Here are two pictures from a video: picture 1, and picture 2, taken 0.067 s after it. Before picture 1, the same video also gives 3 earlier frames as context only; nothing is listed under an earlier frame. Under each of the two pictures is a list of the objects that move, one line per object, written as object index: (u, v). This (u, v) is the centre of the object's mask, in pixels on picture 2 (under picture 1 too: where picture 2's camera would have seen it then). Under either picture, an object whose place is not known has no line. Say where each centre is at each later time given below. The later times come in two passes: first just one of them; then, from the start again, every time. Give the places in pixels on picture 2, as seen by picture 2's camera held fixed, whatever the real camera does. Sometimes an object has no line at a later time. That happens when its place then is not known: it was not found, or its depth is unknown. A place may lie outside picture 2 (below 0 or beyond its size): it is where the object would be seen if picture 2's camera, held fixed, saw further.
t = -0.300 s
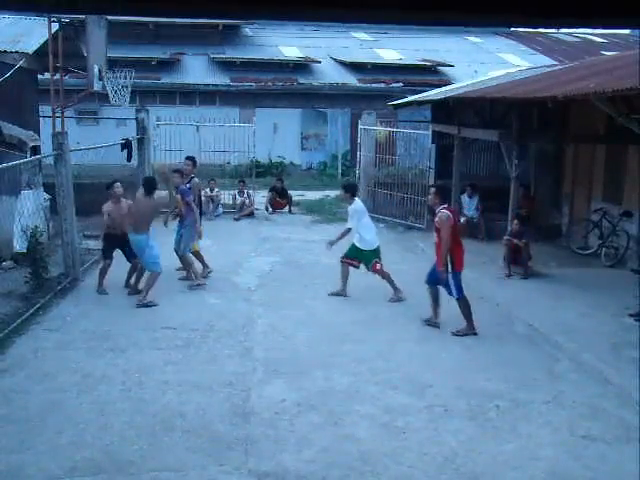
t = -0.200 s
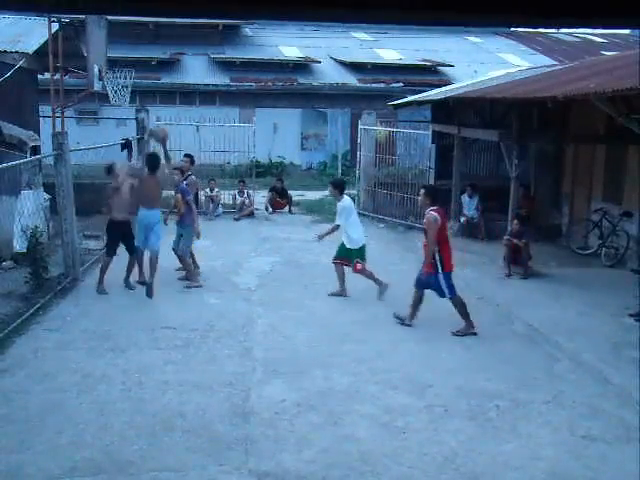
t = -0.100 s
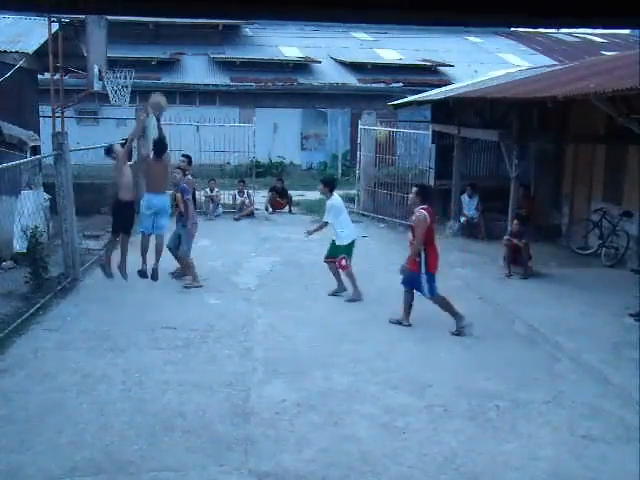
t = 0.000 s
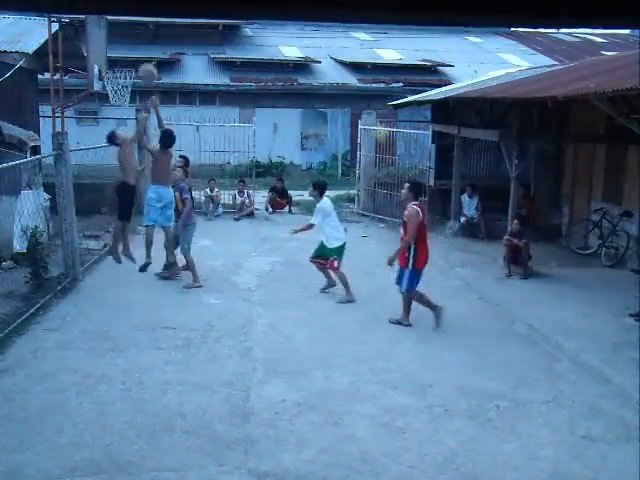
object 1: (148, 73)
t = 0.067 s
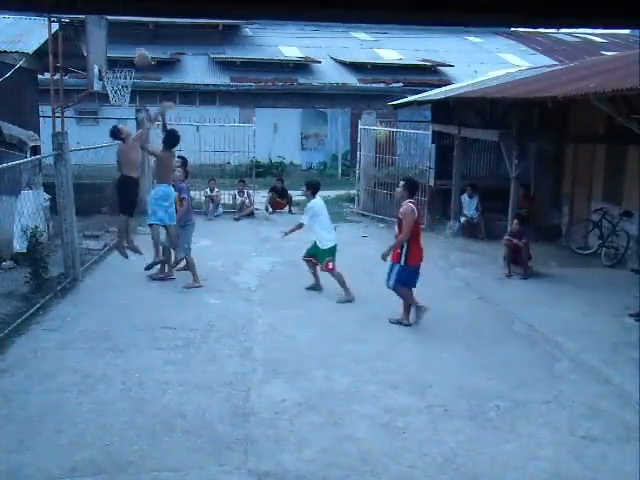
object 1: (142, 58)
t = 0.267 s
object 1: (122, 35)
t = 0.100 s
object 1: (137, 50)
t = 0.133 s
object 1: (135, 46)
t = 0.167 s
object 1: (131, 41)
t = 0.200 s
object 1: (128, 37)
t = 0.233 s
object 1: (124, 36)
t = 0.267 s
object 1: (122, 35)
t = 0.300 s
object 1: (119, 33)
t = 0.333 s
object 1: (116, 33)
